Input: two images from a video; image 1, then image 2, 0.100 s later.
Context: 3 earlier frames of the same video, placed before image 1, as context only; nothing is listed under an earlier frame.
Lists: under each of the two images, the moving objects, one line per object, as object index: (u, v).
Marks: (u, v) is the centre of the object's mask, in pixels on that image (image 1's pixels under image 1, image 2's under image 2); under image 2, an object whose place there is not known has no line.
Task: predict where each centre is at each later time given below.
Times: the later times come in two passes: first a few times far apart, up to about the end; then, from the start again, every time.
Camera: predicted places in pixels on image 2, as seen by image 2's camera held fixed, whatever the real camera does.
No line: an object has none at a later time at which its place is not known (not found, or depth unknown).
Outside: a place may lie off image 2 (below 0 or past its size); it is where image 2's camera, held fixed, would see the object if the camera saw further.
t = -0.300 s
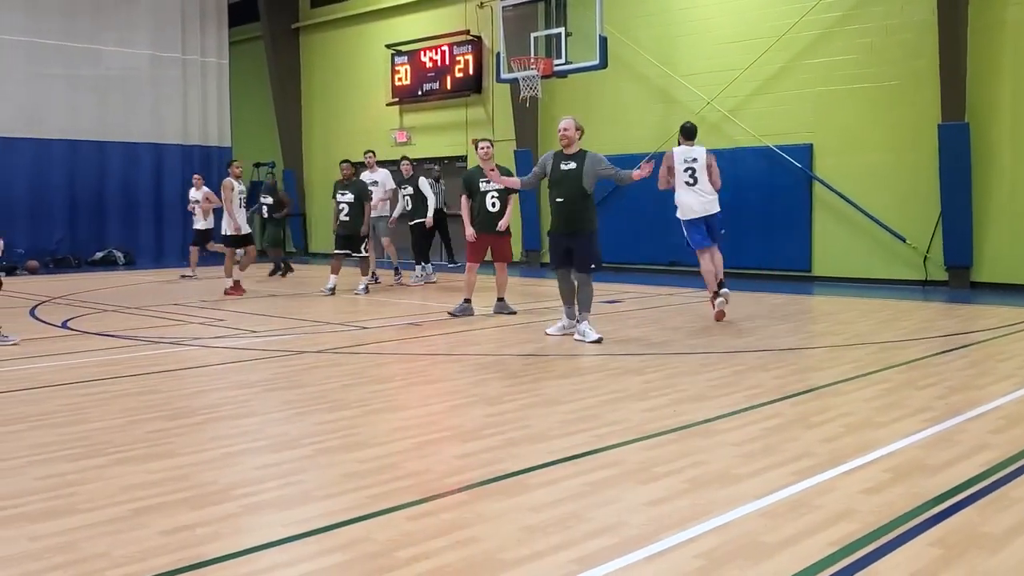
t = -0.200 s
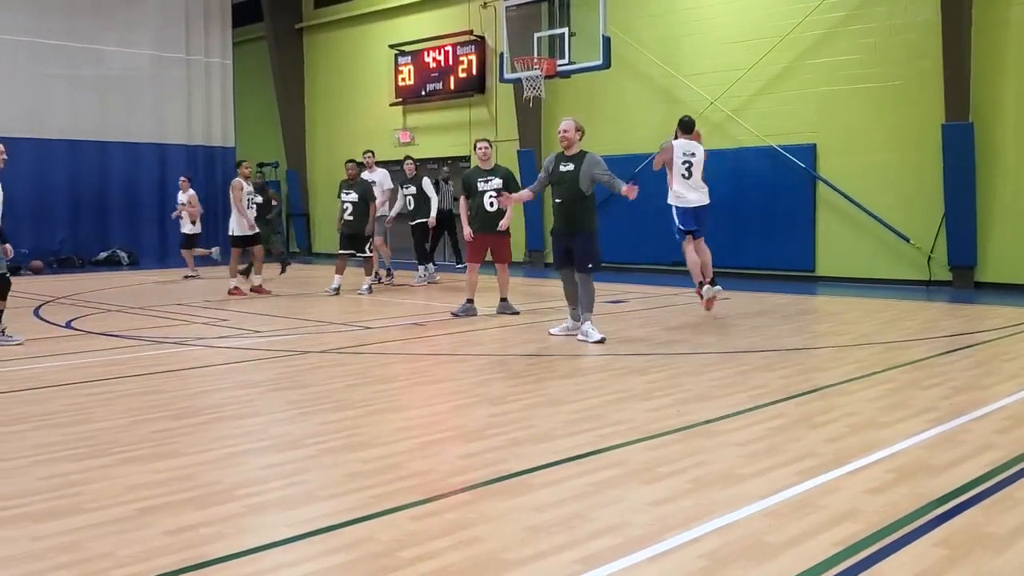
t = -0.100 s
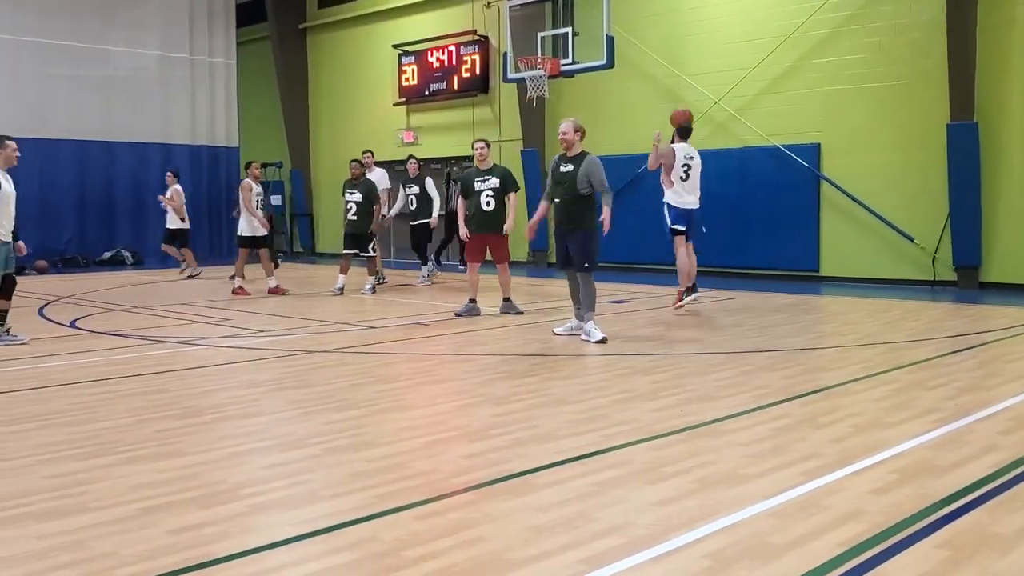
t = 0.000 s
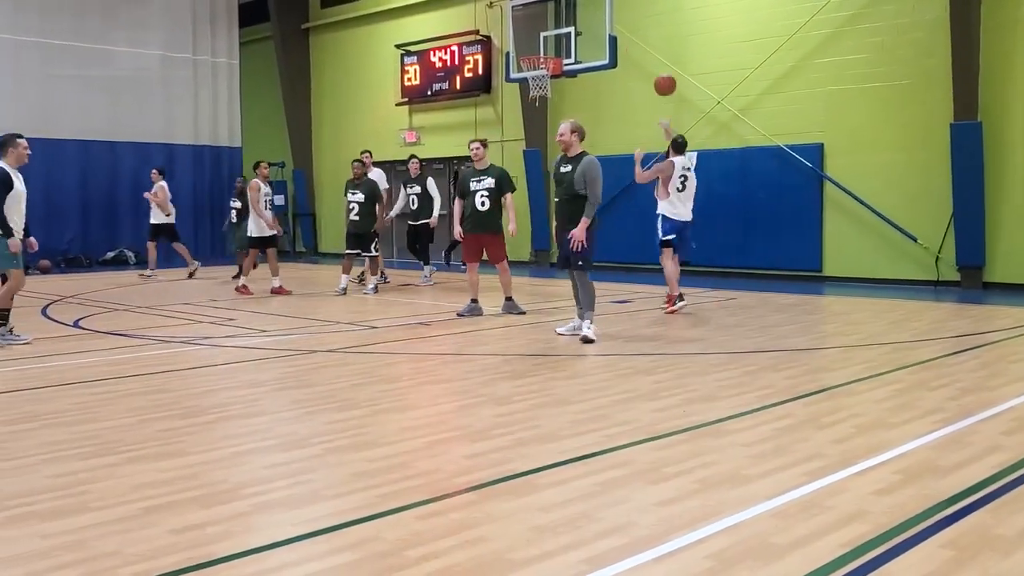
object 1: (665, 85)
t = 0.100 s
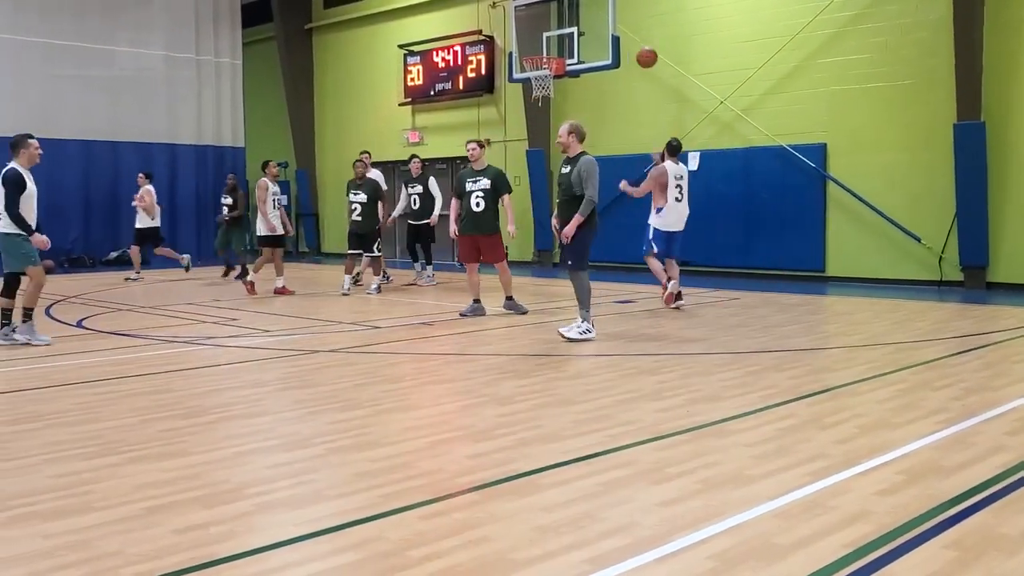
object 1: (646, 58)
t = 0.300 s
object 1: (610, 33)
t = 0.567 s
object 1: (554, 47)
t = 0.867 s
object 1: (519, 48)
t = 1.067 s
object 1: (496, 86)
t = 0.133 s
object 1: (640, 51)
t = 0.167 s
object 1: (634, 46)
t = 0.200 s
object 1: (628, 41)
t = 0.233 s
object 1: (621, 38)
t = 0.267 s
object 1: (615, 35)
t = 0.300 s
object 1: (610, 33)
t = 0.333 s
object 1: (604, 33)
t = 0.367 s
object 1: (599, 33)
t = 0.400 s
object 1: (593, 34)
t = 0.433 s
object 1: (587, 35)
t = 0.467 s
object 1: (579, 37)
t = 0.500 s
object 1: (570, 40)
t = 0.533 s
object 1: (562, 43)
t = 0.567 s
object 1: (554, 47)
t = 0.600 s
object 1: (549, 46)
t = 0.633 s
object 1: (545, 44)
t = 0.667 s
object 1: (541, 41)
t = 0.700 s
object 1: (537, 40)
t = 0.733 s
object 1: (533, 40)
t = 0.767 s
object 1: (530, 41)
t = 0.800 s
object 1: (526, 42)
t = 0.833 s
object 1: (522, 45)
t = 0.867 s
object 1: (519, 48)
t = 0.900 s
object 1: (516, 53)
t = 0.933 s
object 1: (511, 58)
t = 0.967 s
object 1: (508, 64)
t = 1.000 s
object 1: (505, 71)
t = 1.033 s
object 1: (500, 77)
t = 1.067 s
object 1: (496, 86)
